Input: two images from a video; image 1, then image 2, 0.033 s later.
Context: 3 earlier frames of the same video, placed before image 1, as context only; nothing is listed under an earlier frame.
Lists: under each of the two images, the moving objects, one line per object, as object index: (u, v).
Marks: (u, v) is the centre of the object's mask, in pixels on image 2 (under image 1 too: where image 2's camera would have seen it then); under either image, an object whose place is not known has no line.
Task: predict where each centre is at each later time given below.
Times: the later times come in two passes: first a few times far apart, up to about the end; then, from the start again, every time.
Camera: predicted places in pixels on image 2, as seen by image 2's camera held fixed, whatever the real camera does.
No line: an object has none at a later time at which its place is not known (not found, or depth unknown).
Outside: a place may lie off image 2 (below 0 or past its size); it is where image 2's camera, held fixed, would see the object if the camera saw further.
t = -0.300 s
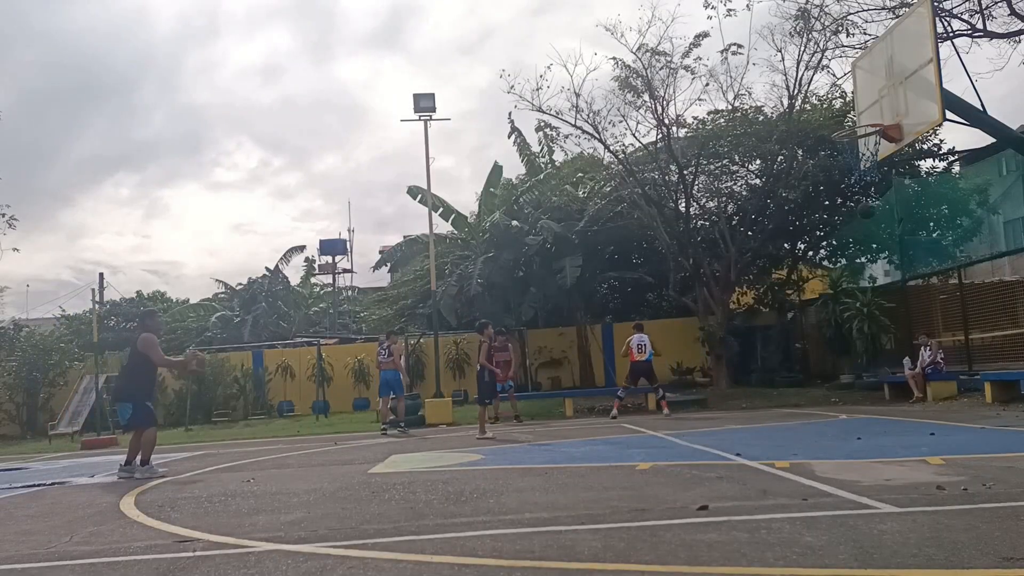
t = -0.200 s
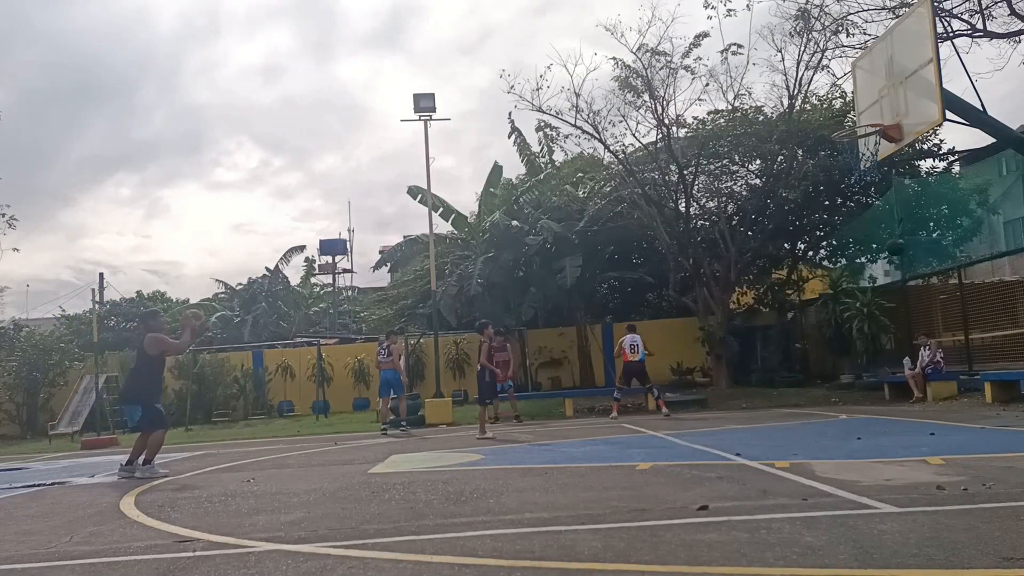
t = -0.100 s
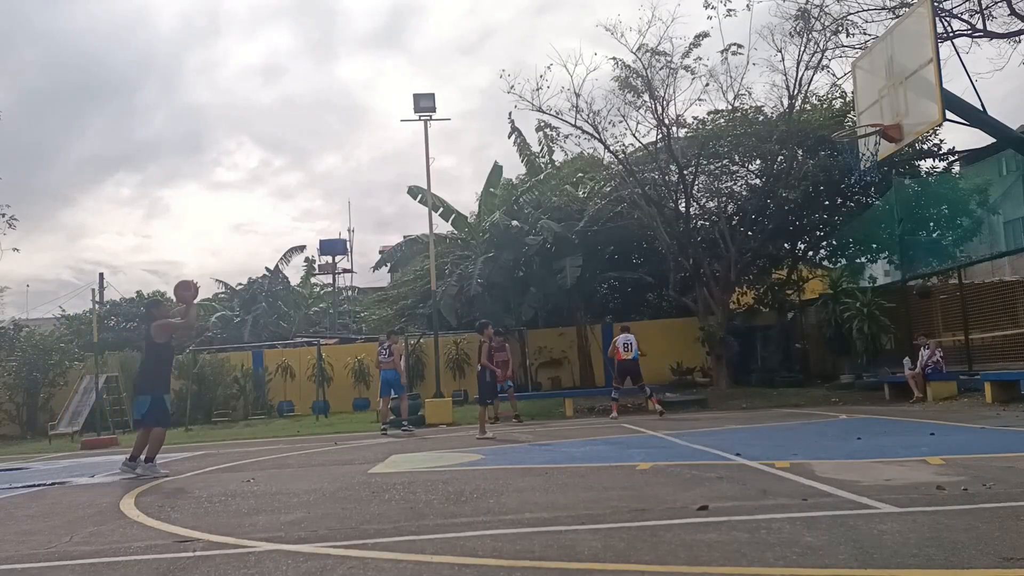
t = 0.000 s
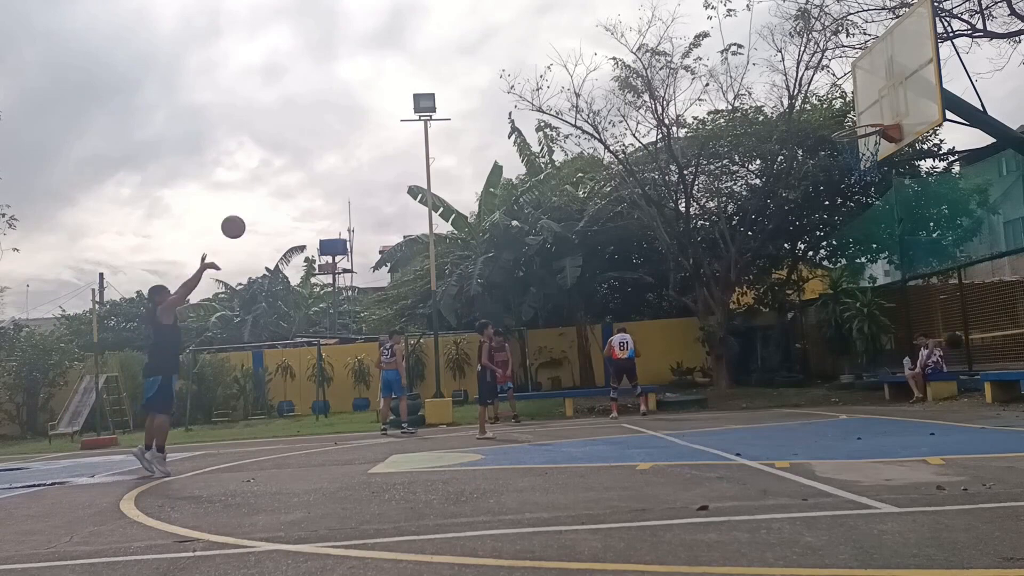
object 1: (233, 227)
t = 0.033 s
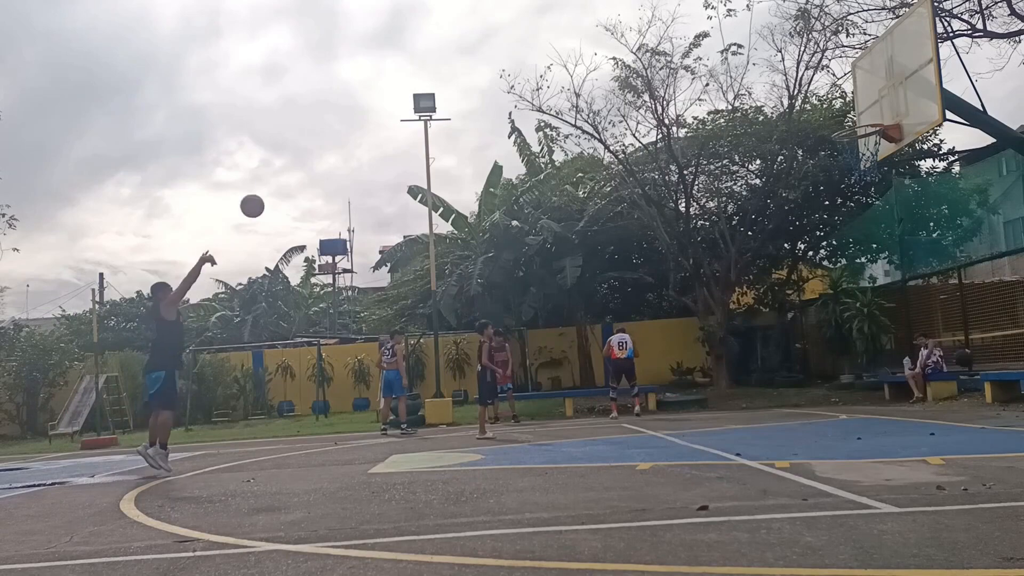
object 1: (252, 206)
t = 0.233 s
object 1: (365, 106)
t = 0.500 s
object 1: (511, 37)
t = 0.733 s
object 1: (640, 32)
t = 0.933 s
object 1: (753, 67)
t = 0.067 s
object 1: (271, 186)
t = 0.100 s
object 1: (290, 168)
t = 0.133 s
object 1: (309, 150)
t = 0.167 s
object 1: (327, 134)
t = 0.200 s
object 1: (346, 120)
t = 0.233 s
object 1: (365, 106)
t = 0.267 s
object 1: (383, 94)
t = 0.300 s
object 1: (401, 82)
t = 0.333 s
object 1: (420, 72)
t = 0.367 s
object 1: (438, 63)
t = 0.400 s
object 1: (456, 55)
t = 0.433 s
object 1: (474, 48)
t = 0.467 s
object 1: (493, 42)
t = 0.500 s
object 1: (511, 37)
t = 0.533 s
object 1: (530, 33)
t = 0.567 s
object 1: (548, 30)
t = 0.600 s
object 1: (566, 29)
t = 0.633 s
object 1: (585, 28)
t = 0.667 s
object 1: (603, 28)
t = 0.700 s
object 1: (622, 29)
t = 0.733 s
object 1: (640, 32)
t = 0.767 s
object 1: (659, 35)
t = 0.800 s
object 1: (678, 39)
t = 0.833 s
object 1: (697, 45)
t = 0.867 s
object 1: (715, 51)
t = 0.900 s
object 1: (734, 58)
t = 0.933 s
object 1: (753, 67)
